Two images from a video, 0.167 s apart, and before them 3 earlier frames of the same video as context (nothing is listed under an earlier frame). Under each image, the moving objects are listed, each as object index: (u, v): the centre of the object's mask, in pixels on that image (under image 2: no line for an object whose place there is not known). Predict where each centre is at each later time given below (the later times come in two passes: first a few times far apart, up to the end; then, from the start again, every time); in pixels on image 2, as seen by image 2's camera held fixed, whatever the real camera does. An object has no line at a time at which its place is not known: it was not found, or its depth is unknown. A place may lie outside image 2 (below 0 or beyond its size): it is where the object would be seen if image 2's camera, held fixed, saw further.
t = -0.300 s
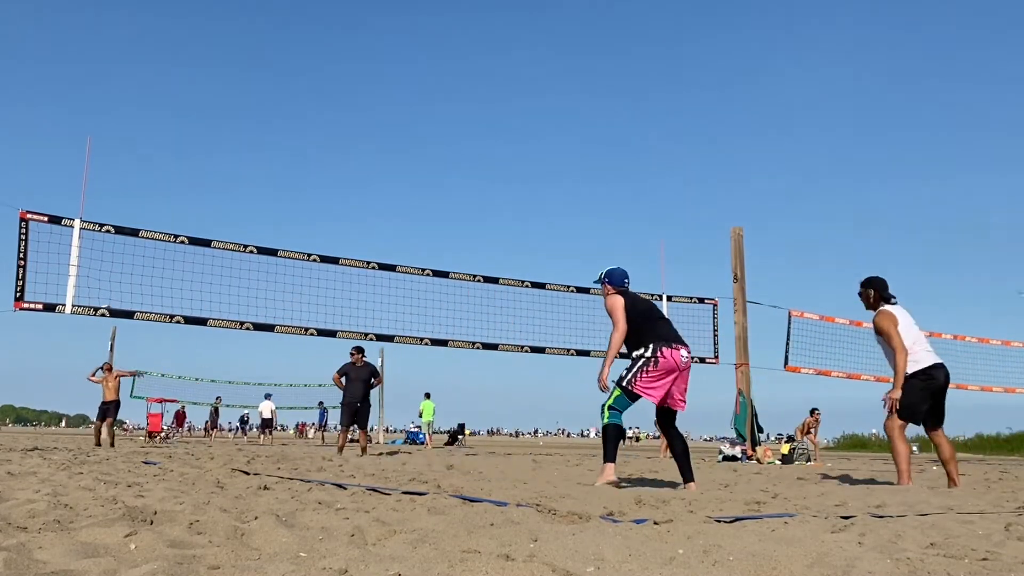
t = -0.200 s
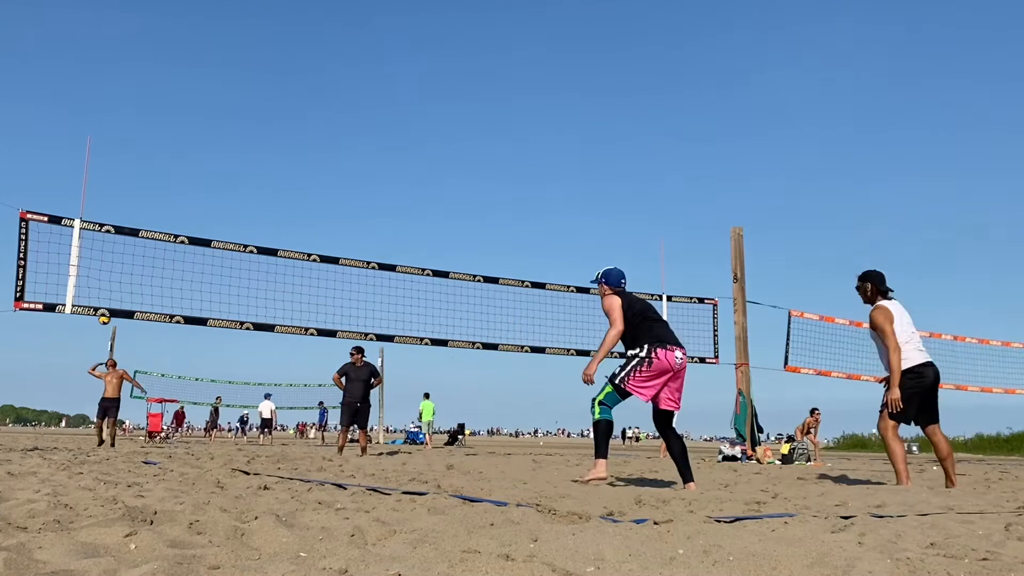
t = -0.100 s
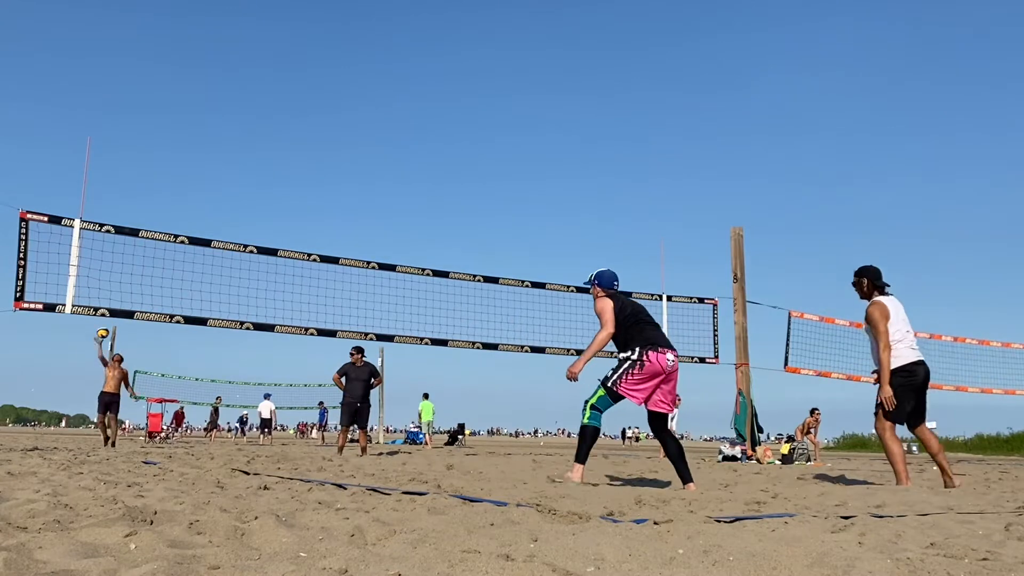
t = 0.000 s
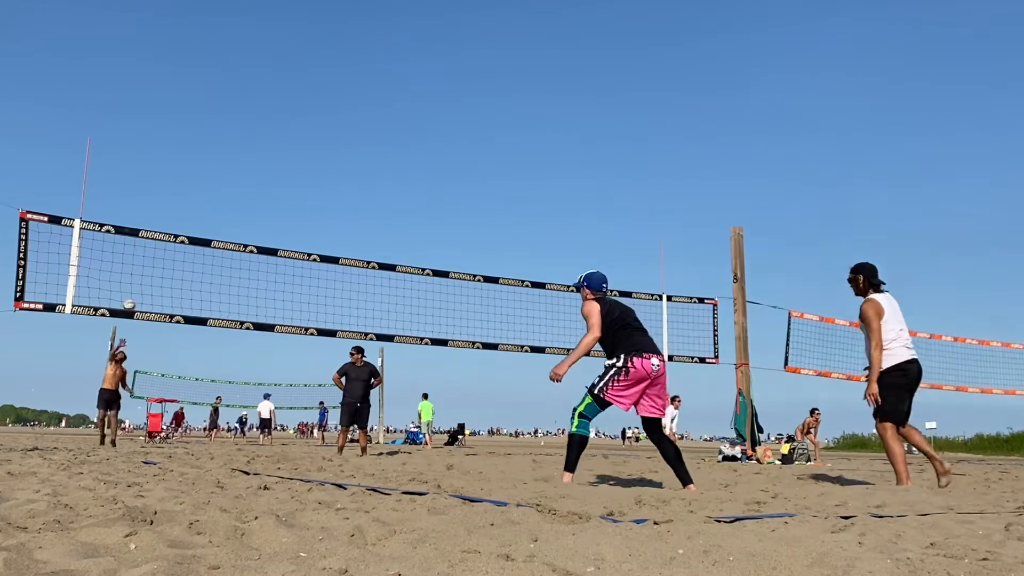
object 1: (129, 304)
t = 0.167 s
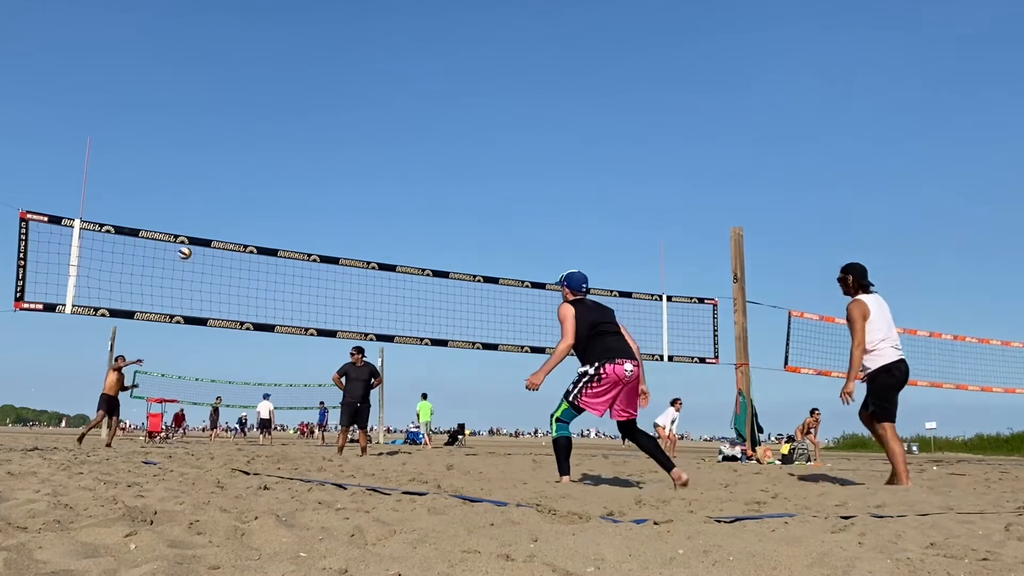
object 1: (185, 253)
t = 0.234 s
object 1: (209, 234)
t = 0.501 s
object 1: (314, 178)
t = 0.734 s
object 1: (423, 161)
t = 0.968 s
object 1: (554, 190)
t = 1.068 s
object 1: (620, 222)
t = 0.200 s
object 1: (196, 248)
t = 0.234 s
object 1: (209, 234)
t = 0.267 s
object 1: (221, 226)
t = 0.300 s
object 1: (234, 217)
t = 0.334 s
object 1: (246, 209)
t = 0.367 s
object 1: (260, 201)
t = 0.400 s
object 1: (273, 195)
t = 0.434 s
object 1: (286, 189)
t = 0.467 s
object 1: (300, 183)
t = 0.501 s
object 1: (314, 178)
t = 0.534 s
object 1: (328, 173)
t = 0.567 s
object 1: (343, 170)
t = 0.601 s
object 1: (358, 166)
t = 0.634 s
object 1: (374, 163)
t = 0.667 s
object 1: (390, 162)
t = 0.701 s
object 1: (406, 161)
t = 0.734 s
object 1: (423, 161)
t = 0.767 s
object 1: (441, 162)
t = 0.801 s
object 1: (458, 164)
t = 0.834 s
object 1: (475, 167)
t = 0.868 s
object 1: (494, 171)
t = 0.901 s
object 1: (513, 175)
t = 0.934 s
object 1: (533, 182)
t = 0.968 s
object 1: (554, 190)
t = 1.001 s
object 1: (574, 199)
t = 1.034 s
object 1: (597, 209)
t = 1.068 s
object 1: (620, 222)
